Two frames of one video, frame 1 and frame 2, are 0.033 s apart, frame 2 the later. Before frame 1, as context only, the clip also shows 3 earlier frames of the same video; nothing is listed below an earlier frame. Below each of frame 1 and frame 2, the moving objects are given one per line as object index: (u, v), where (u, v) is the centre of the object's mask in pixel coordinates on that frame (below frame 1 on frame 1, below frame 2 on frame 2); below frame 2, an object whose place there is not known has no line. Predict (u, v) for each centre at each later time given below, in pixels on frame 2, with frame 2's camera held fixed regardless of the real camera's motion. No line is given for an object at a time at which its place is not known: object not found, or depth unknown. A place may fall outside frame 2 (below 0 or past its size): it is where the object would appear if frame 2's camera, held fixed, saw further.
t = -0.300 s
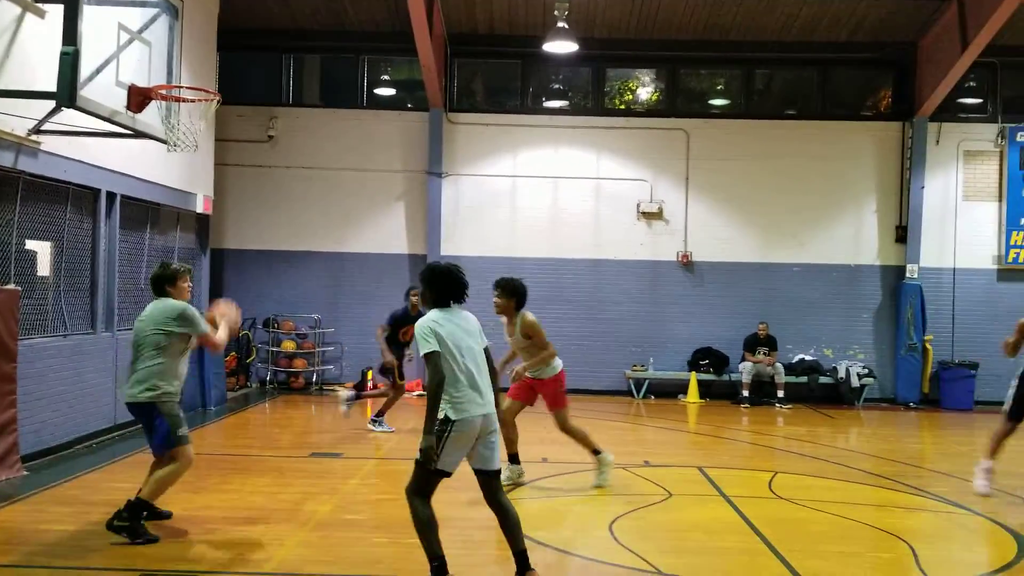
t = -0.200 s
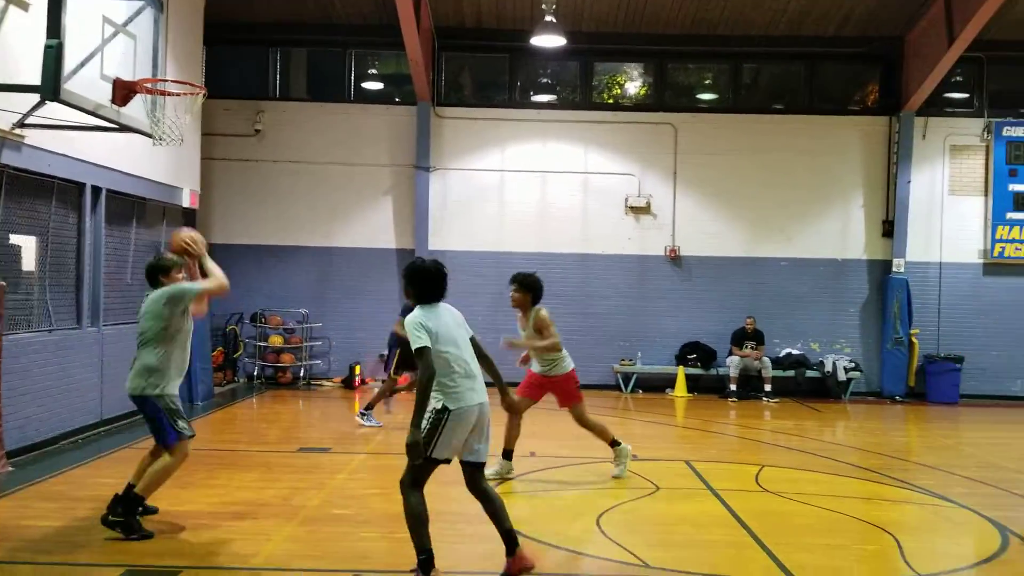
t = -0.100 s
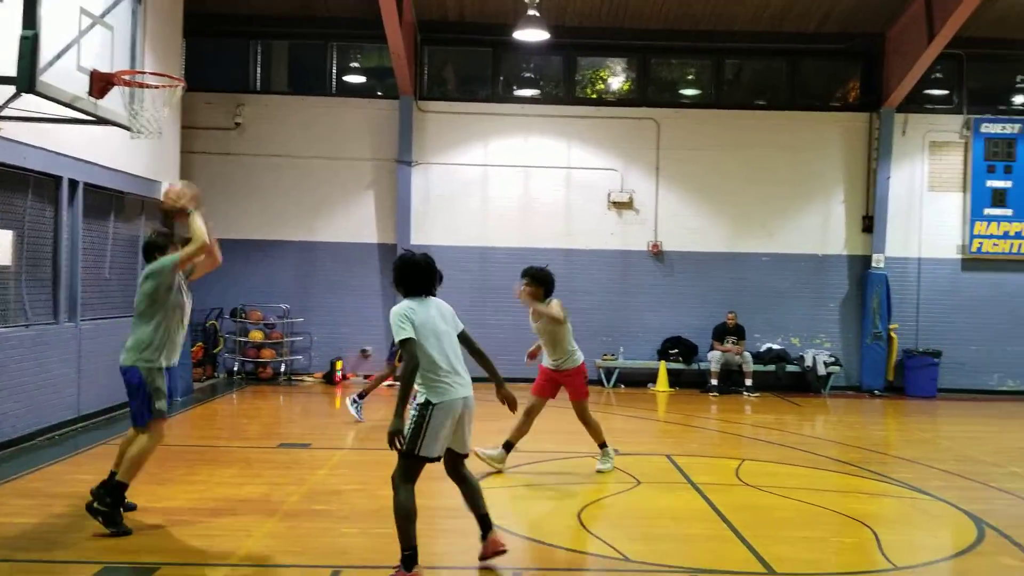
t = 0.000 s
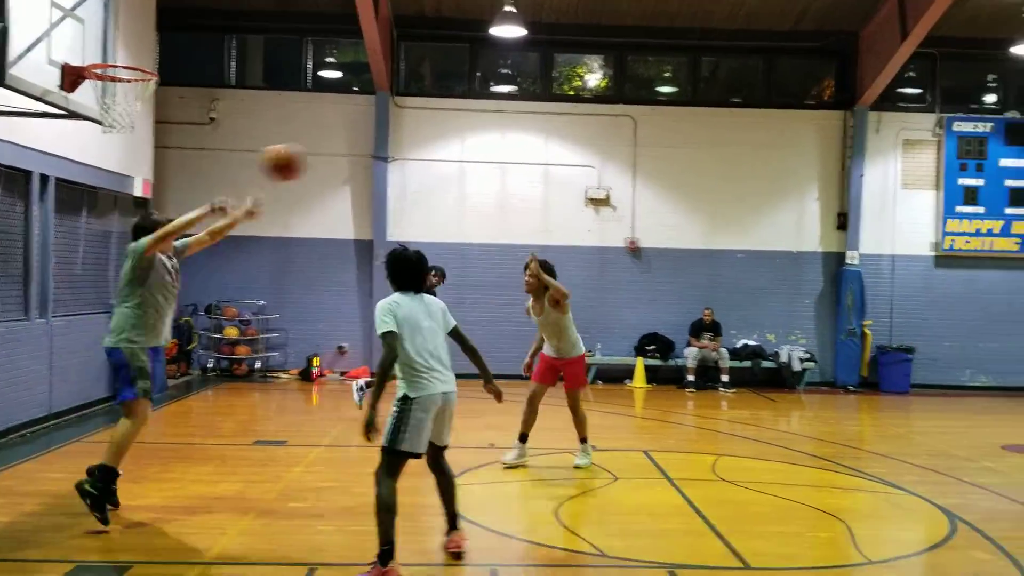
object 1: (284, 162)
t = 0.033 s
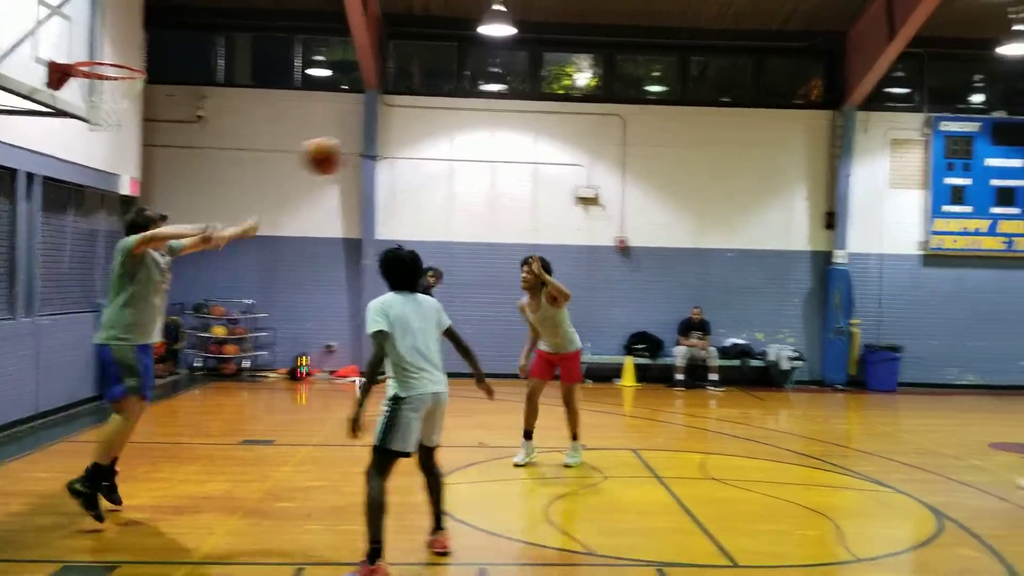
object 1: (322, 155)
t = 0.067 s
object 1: (376, 152)
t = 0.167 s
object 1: (529, 155)
